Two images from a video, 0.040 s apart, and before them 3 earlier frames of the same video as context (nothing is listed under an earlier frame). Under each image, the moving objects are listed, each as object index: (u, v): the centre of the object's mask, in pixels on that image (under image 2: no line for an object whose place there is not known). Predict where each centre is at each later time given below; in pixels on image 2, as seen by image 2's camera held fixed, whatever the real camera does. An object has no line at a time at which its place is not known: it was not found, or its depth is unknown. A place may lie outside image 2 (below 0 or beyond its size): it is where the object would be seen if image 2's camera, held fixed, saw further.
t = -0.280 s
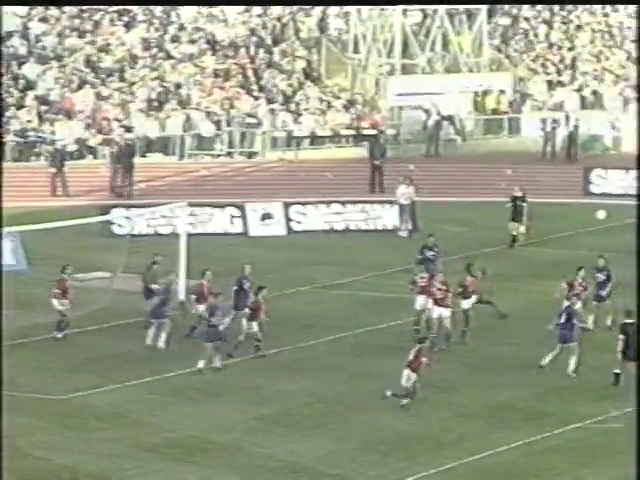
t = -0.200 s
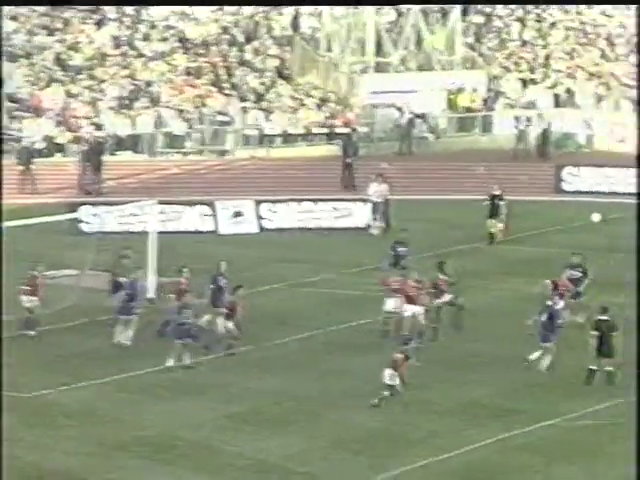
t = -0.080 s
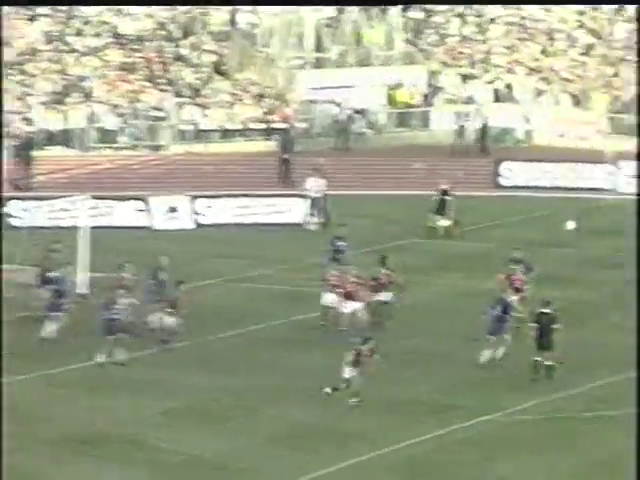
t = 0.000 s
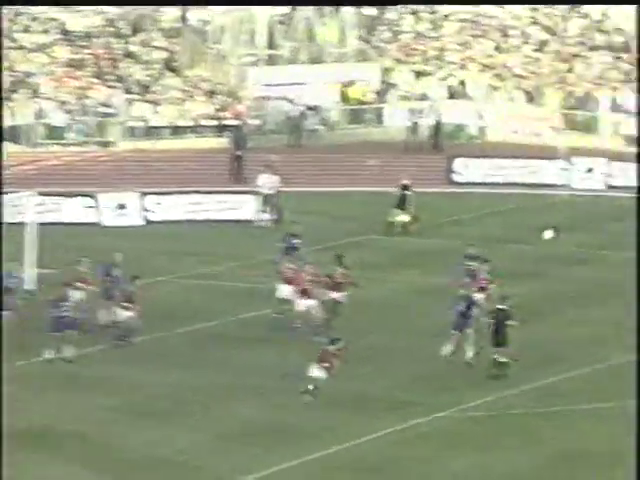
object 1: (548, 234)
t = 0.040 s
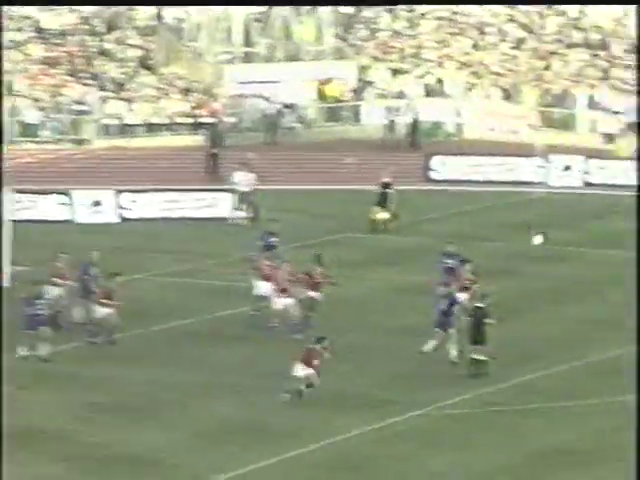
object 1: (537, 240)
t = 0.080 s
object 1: (550, 249)
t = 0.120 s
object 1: (562, 259)
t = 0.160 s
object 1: (574, 269)
